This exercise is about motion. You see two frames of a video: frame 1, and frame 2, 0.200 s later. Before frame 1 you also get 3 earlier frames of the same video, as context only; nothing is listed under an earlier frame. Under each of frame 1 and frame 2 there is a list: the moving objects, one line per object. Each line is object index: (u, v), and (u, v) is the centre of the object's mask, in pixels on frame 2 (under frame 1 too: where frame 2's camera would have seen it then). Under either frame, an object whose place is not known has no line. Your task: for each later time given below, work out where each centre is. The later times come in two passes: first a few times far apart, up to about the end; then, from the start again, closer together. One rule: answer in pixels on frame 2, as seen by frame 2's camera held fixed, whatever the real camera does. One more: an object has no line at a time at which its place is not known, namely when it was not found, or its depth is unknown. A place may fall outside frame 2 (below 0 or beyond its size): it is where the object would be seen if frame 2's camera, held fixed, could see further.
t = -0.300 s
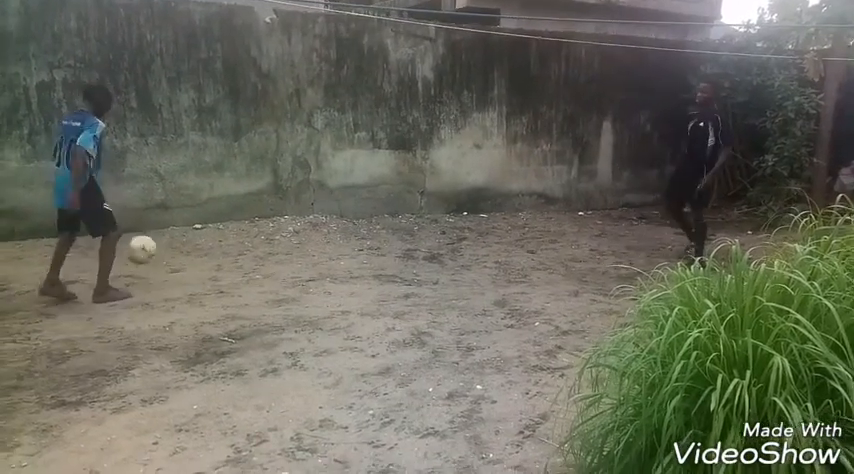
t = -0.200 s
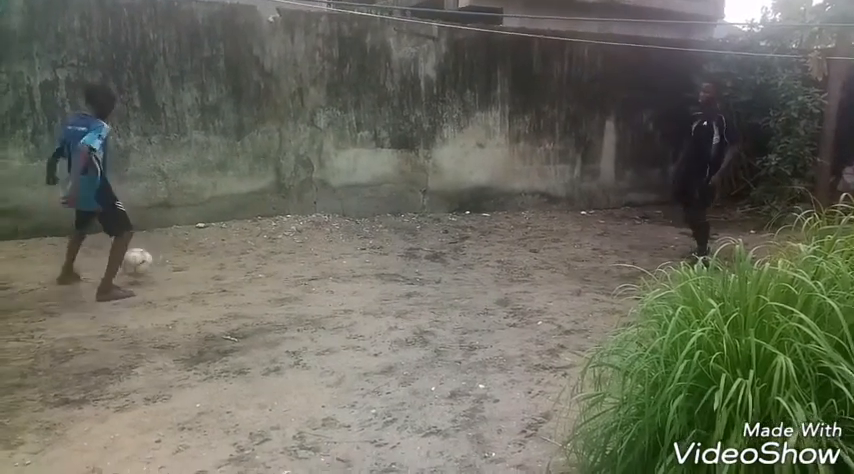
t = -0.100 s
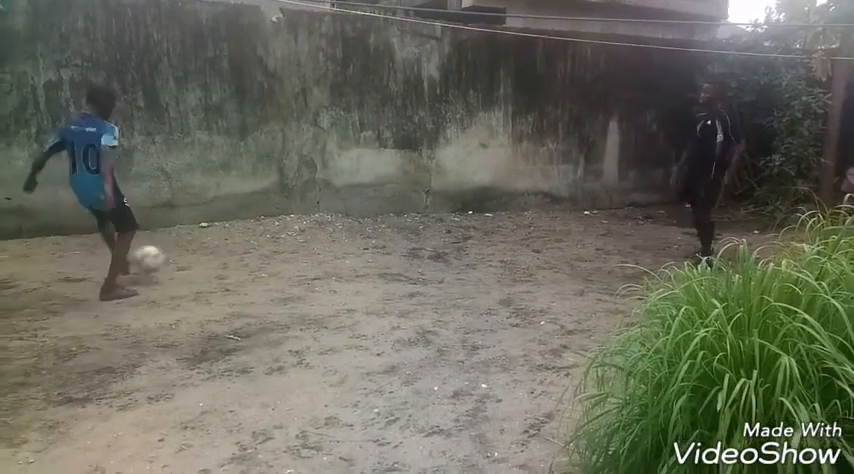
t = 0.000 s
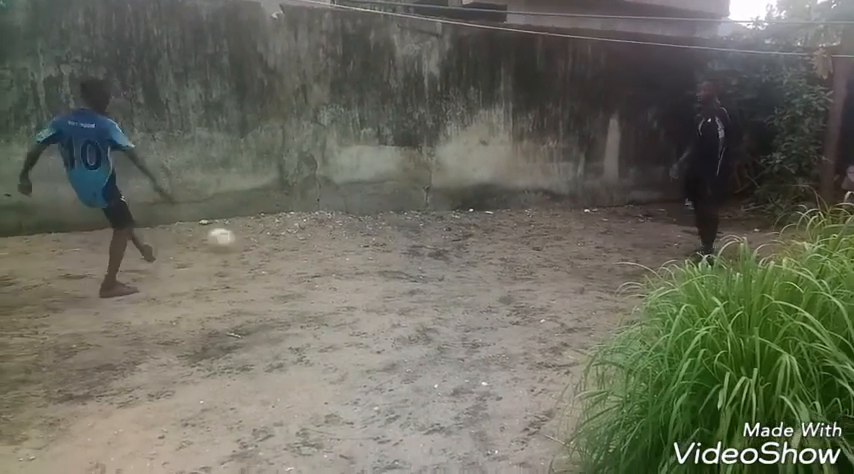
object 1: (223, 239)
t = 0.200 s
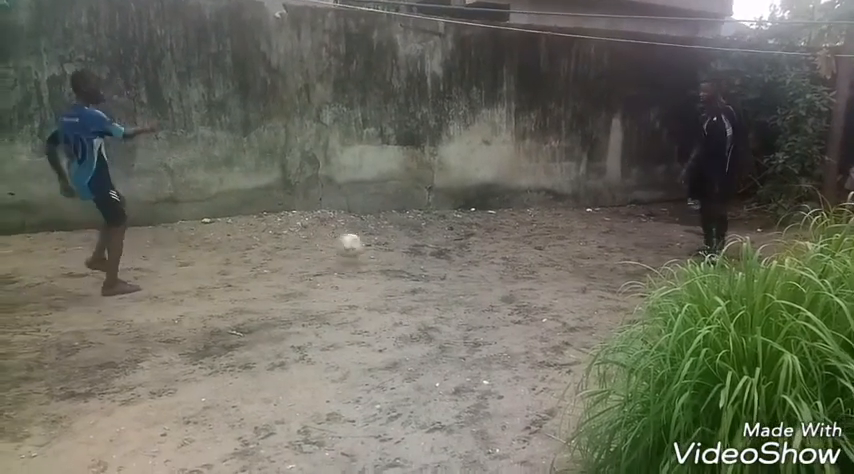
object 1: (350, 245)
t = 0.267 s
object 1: (381, 248)
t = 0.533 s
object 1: (463, 241)
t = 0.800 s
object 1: (527, 237)
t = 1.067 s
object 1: (585, 234)
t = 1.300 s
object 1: (630, 231)
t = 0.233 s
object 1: (369, 251)
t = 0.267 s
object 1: (381, 248)
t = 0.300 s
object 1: (393, 241)
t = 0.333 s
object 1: (403, 237)
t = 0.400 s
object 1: (423, 234)
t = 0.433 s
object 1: (433, 233)
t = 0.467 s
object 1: (443, 235)
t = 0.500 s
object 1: (454, 238)
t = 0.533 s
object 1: (463, 241)
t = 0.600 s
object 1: (480, 244)
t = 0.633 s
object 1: (489, 241)
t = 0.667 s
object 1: (496, 237)
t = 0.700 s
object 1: (505, 233)
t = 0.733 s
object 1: (512, 235)
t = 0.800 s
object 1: (527, 237)
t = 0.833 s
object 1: (536, 238)
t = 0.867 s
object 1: (543, 237)
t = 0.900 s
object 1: (550, 235)
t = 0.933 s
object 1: (558, 234)
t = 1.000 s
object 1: (572, 236)
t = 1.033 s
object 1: (579, 235)
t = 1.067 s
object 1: (585, 234)
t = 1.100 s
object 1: (592, 234)
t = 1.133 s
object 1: (599, 231)
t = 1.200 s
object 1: (612, 231)
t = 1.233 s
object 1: (618, 229)
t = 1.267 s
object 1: (623, 230)
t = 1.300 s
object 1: (630, 231)
